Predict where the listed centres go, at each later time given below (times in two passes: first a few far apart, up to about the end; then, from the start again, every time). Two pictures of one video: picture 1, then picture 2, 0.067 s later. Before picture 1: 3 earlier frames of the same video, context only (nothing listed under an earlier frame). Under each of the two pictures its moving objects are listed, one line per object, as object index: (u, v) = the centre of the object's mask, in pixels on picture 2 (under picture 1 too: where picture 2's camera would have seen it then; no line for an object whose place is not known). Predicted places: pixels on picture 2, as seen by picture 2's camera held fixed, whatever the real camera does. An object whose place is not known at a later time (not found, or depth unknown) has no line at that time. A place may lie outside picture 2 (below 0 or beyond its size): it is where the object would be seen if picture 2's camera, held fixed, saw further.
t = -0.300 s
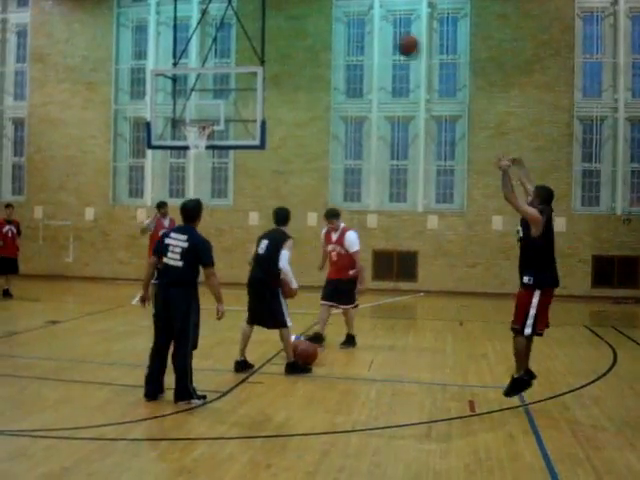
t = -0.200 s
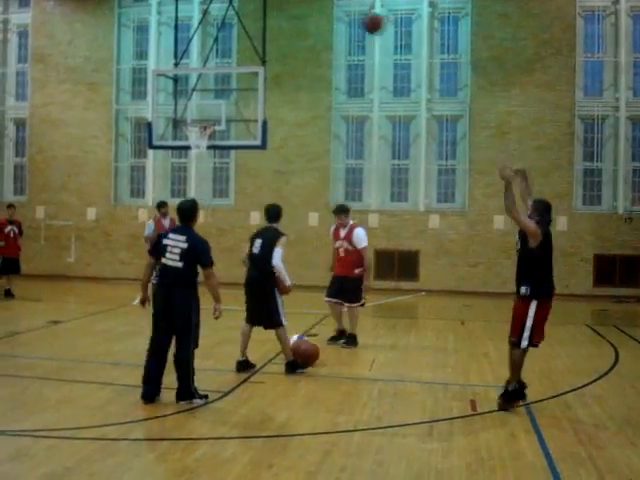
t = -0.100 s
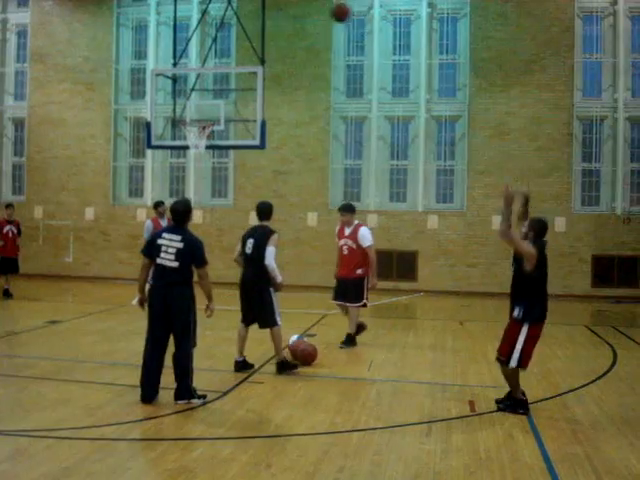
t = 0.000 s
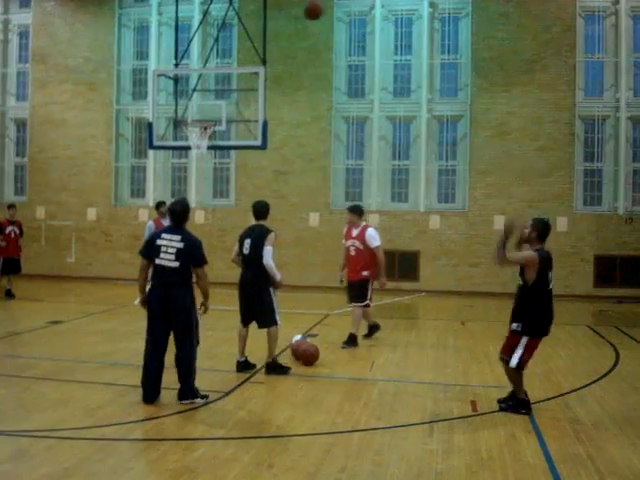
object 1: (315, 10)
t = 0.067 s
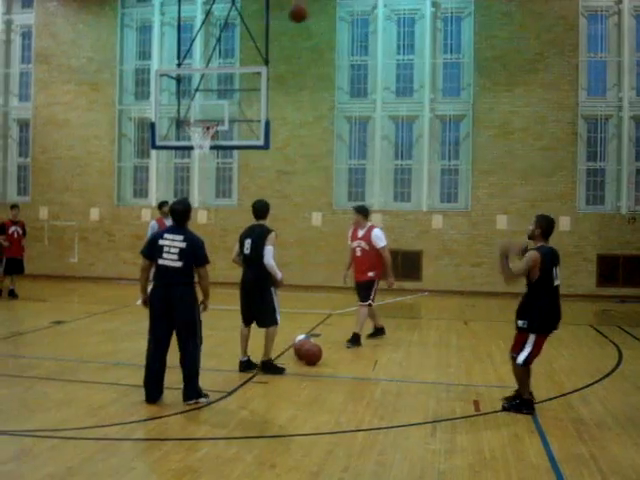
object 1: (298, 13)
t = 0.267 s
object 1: (251, 41)
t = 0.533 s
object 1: (202, 108)
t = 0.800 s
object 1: (242, 110)
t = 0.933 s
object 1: (271, 116)
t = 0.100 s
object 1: (289, 17)
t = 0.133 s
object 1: (281, 20)
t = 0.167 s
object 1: (274, 24)
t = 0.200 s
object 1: (266, 28)
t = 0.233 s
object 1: (259, 35)
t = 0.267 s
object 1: (251, 41)
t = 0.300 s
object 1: (245, 47)
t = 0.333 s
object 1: (239, 54)
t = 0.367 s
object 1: (231, 61)
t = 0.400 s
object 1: (225, 70)
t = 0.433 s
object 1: (220, 79)
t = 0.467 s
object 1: (214, 89)
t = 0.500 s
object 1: (207, 98)
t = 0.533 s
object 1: (202, 108)
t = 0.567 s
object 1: (197, 118)
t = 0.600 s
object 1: (199, 120)
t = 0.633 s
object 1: (206, 117)
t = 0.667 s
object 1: (213, 115)
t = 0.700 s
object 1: (220, 113)
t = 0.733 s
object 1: (227, 111)
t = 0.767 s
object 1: (235, 110)
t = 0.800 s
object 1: (242, 110)
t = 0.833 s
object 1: (249, 110)
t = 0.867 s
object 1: (256, 111)
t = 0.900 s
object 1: (264, 114)
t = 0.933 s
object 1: (271, 116)
